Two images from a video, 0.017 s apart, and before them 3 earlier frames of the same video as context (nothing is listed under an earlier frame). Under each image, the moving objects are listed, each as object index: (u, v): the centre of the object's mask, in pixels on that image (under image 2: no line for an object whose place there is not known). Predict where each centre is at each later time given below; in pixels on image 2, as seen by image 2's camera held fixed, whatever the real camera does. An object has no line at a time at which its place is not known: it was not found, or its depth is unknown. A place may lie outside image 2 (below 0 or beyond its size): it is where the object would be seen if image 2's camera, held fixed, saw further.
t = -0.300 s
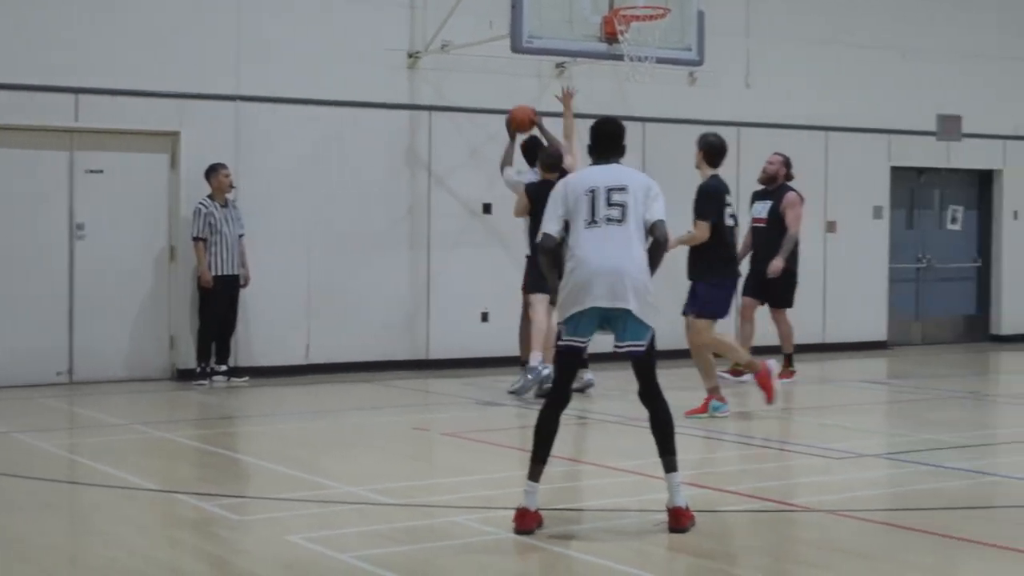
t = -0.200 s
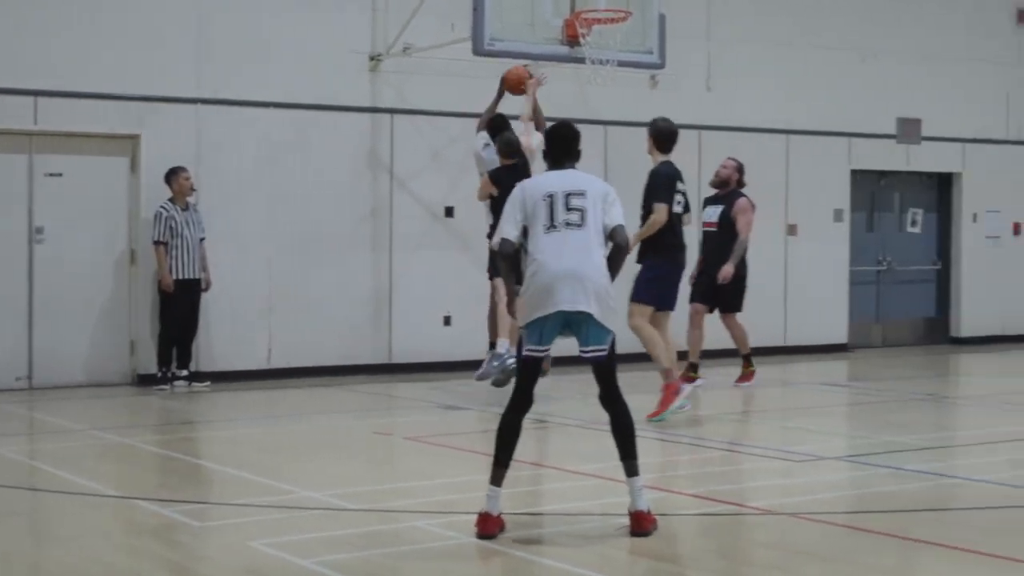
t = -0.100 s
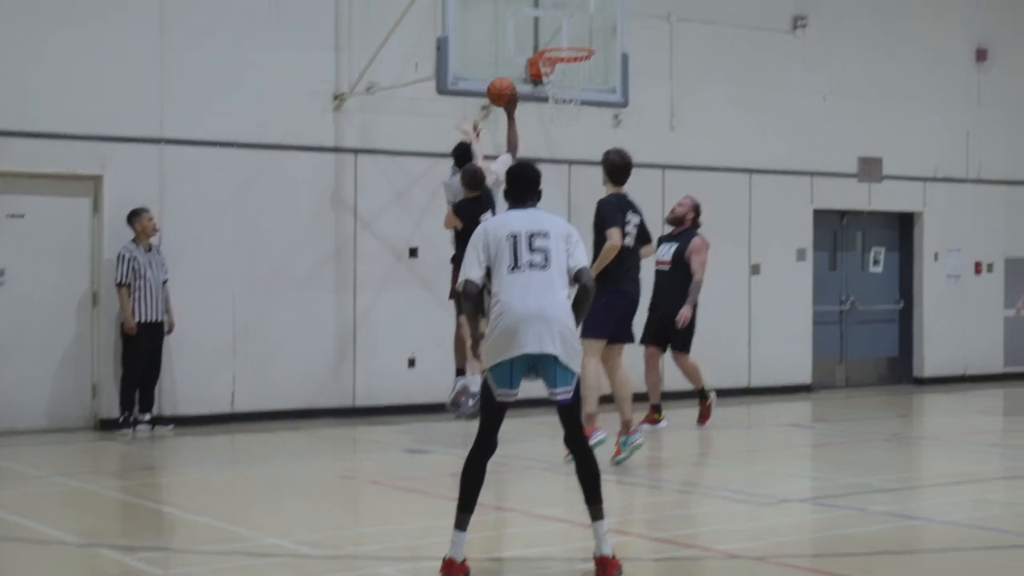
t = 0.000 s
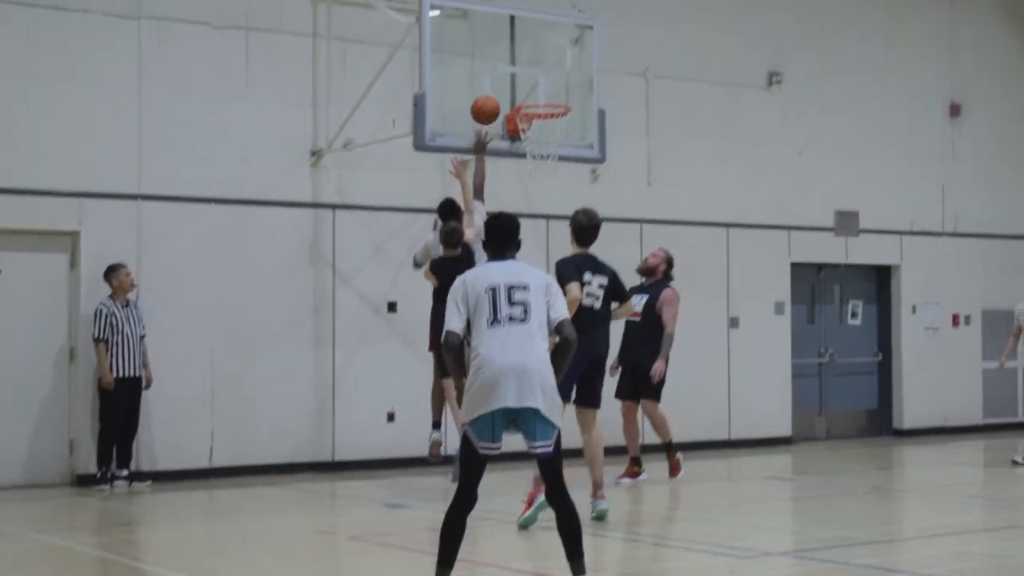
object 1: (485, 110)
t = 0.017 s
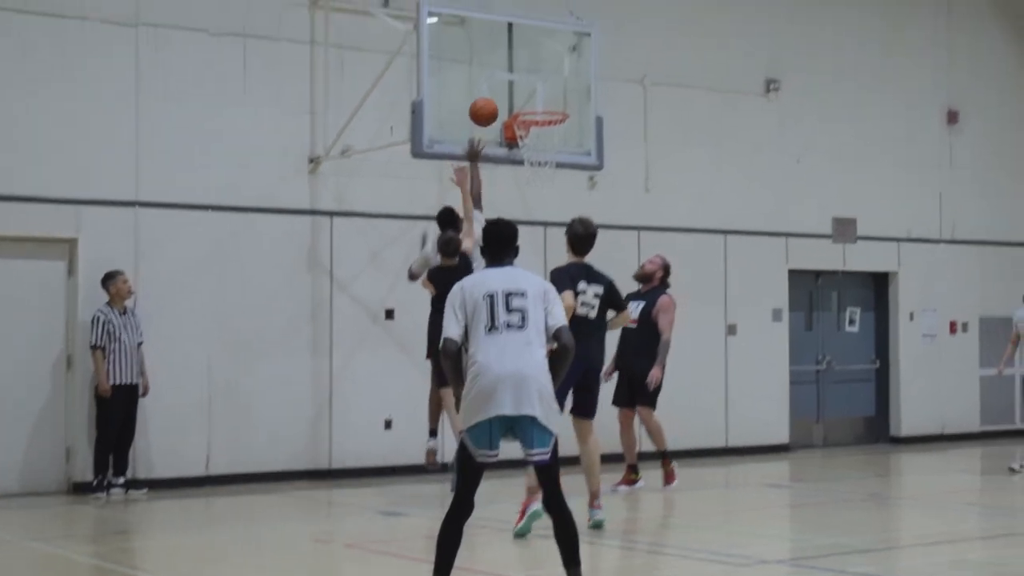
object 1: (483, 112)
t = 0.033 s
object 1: (484, 107)
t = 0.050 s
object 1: (485, 103)
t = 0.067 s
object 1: (486, 100)
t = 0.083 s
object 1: (489, 98)
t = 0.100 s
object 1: (492, 97)
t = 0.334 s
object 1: (532, 98)
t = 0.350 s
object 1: (534, 98)
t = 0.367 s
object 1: (536, 98)
